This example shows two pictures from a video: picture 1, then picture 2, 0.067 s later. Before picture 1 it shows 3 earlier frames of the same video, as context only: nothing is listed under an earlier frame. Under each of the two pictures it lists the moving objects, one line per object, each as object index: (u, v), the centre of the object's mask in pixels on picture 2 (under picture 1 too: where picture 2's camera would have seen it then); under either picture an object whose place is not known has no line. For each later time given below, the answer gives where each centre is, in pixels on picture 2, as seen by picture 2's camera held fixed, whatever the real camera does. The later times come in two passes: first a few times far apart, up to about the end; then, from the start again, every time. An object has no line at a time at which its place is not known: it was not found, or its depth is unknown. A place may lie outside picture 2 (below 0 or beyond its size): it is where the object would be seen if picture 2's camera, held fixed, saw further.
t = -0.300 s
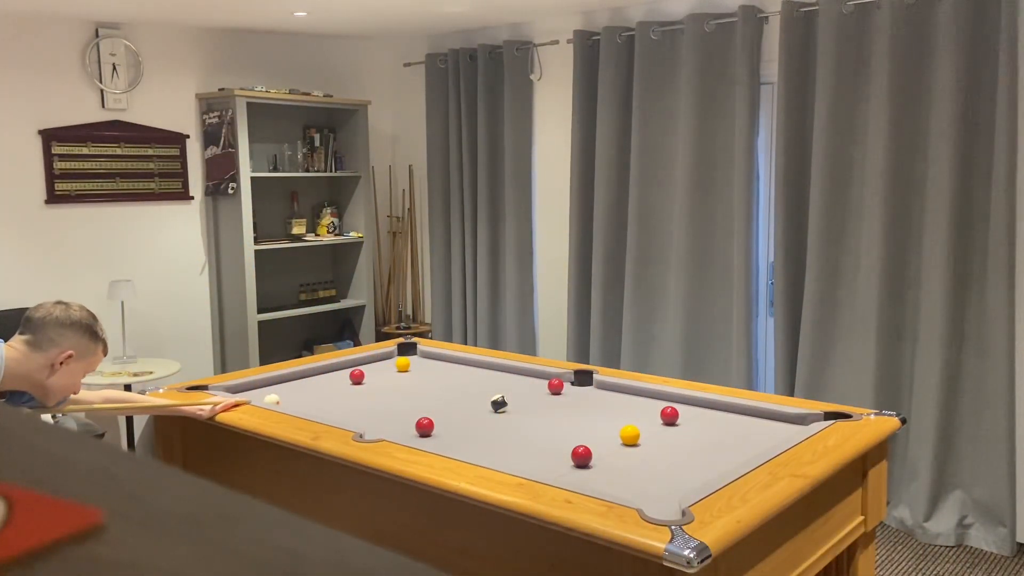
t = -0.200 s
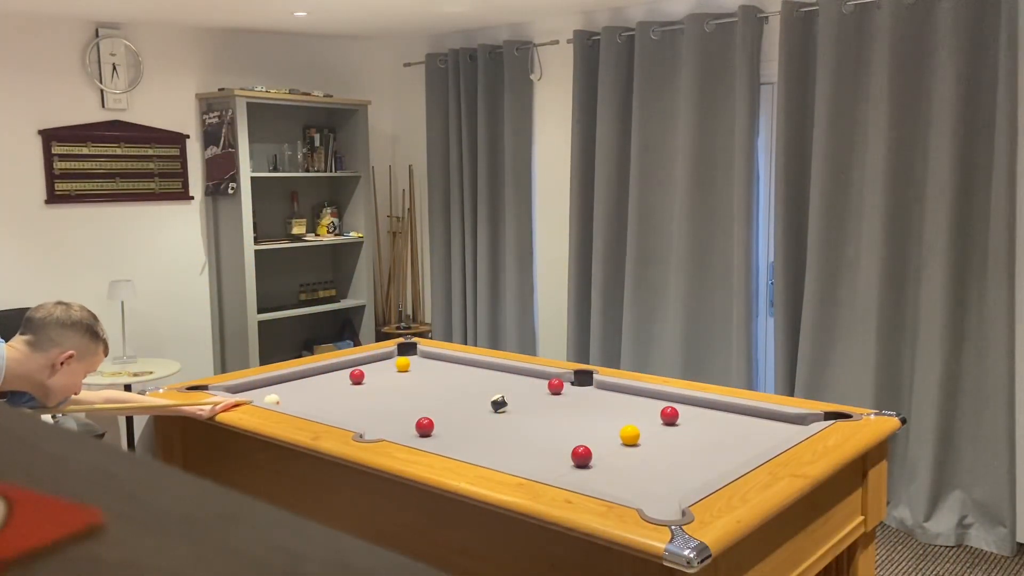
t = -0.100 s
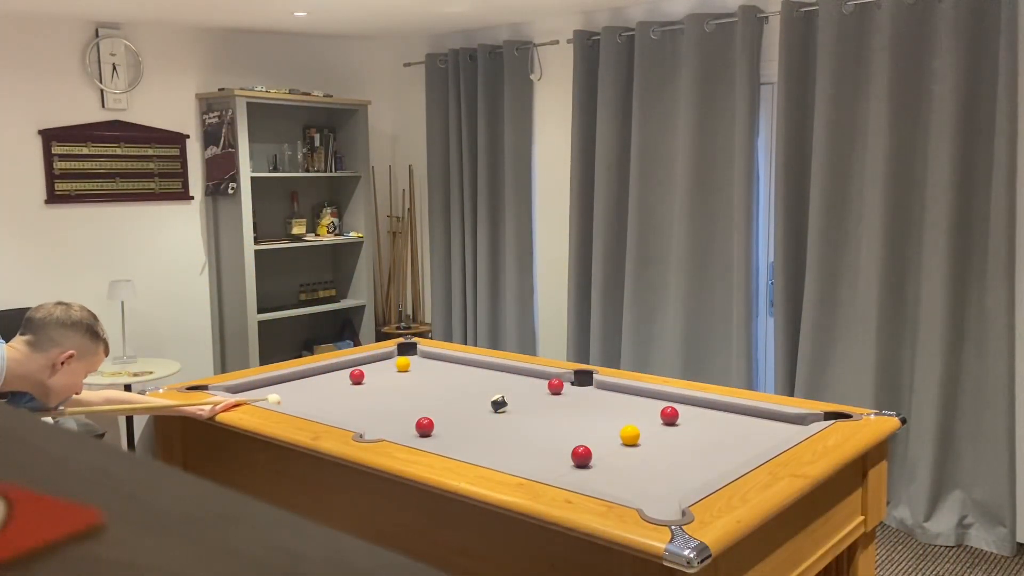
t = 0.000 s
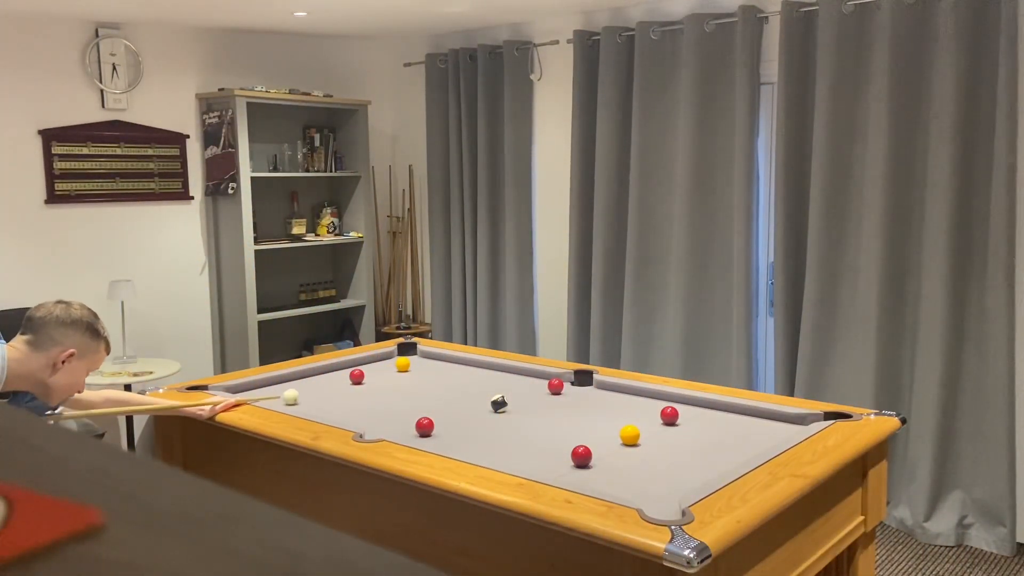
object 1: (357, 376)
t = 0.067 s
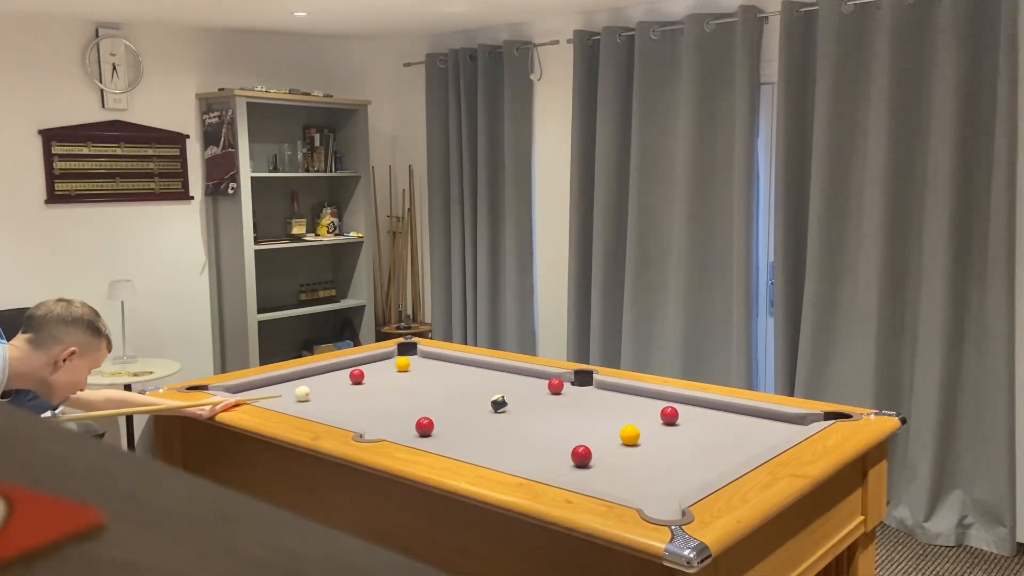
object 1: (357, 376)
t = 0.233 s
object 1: (357, 377)
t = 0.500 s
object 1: (363, 371)
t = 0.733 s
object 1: (370, 368)
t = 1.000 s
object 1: (379, 365)
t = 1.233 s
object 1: (385, 361)
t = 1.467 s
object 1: (390, 357)
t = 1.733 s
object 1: (395, 355)
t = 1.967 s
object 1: (400, 352)
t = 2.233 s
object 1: (404, 351)
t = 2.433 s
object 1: (405, 351)
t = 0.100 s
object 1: (357, 377)
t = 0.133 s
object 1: (357, 377)
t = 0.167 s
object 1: (357, 377)
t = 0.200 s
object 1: (357, 377)
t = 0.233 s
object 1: (357, 377)
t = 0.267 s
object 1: (357, 377)
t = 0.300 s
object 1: (357, 377)
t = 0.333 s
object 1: (357, 376)
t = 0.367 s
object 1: (359, 375)
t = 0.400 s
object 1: (360, 374)
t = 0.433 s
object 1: (361, 373)
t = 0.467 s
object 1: (362, 372)
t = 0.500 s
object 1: (363, 371)
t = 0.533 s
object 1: (364, 370)
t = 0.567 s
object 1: (365, 370)
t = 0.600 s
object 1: (366, 369)
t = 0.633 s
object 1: (367, 369)
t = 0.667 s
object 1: (368, 368)
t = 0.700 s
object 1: (369, 368)
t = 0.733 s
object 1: (370, 368)
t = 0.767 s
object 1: (371, 368)
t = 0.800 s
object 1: (373, 367)
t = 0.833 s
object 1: (374, 367)
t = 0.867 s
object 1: (375, 367)
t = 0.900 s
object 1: (376, 366)
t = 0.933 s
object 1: (377, 365)
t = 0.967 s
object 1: (378, 365)
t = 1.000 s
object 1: (379, 365)
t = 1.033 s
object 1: (380, 364)
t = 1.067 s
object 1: (381, 363)
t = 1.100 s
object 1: (382, 363)
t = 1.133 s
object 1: (383, 362)
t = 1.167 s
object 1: (384, 362)
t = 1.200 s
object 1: (384, 361)
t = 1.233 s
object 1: (385, 361)
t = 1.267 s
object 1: (386, 360)
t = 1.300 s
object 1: (387, 360)
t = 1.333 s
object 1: (388, 359)
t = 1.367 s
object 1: (389, 359)
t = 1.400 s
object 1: (389, 358)
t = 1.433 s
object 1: (390, 358)
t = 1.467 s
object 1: (390, 357)
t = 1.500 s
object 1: (391, 357)
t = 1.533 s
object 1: (391, 357)
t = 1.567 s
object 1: (392, 356)
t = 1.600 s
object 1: (393, 356)
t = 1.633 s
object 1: (393, 356)
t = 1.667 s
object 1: (394, 355)
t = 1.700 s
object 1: (394, 355)
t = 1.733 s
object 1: (395, 355)
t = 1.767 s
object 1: (396, 354)
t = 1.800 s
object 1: (397, 354)
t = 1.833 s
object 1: (397, 353)
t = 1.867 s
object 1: (398, 353)
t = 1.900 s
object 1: (398, 353)
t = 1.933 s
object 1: (399, 353)
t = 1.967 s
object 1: (400, 352)
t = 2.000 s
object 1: (400, 352)
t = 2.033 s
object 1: (401, 352)
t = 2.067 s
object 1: (401, 352)
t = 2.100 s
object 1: (401, 352)
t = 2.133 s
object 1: (402, 352)
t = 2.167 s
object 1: (403, 351)
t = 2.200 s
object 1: (403, 351)
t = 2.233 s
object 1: (404, 351)
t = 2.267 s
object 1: (404, 351)
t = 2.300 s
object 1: (404, 351)
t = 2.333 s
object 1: (405, 351)
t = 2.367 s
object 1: (405, 351)
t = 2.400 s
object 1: (405, 351)
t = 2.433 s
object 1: (405, 351)
